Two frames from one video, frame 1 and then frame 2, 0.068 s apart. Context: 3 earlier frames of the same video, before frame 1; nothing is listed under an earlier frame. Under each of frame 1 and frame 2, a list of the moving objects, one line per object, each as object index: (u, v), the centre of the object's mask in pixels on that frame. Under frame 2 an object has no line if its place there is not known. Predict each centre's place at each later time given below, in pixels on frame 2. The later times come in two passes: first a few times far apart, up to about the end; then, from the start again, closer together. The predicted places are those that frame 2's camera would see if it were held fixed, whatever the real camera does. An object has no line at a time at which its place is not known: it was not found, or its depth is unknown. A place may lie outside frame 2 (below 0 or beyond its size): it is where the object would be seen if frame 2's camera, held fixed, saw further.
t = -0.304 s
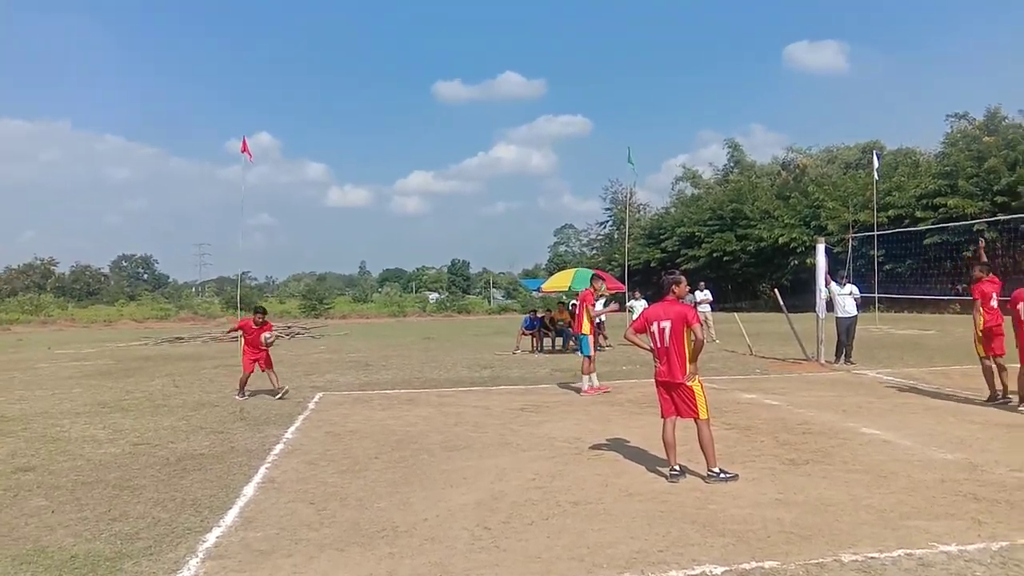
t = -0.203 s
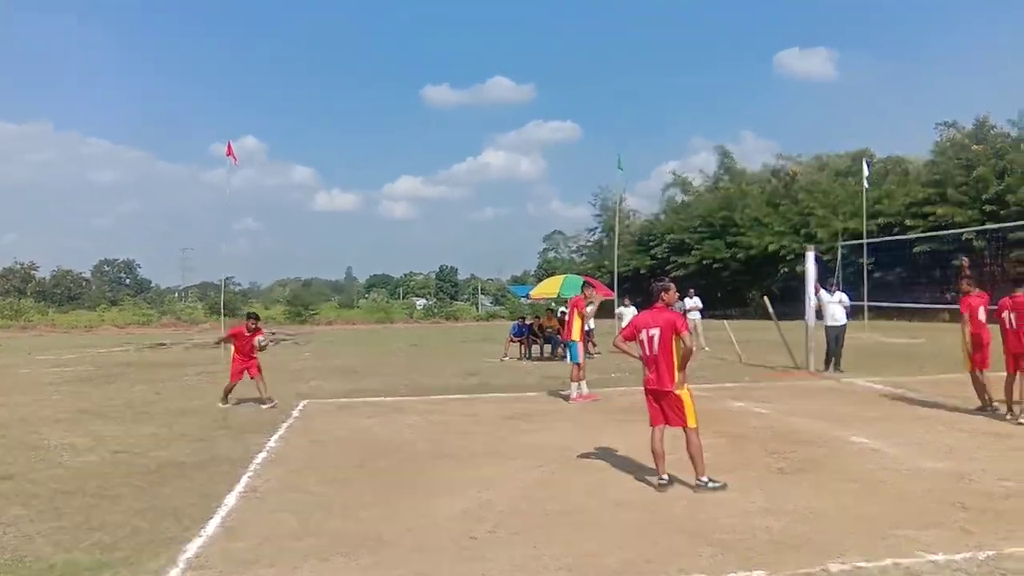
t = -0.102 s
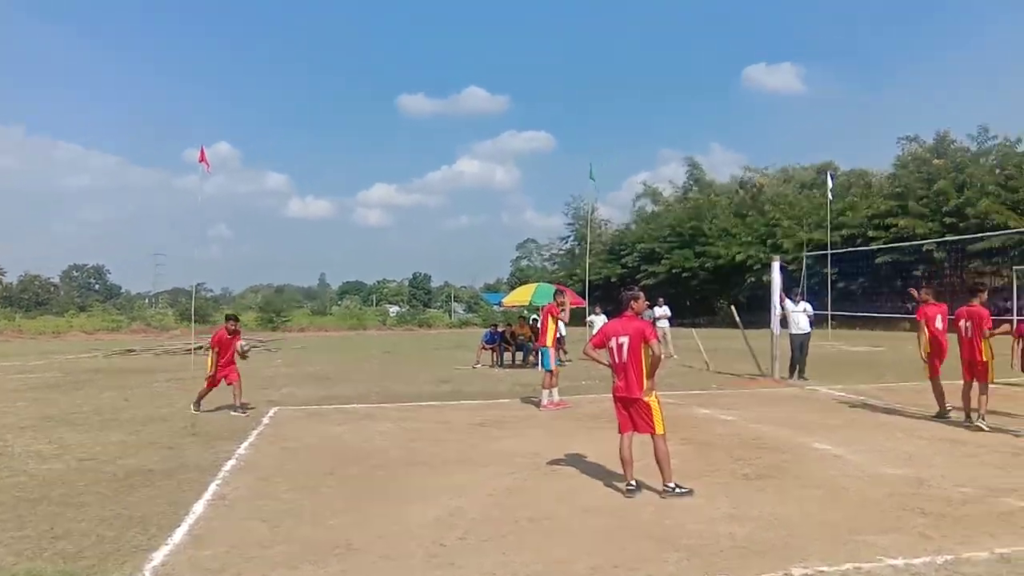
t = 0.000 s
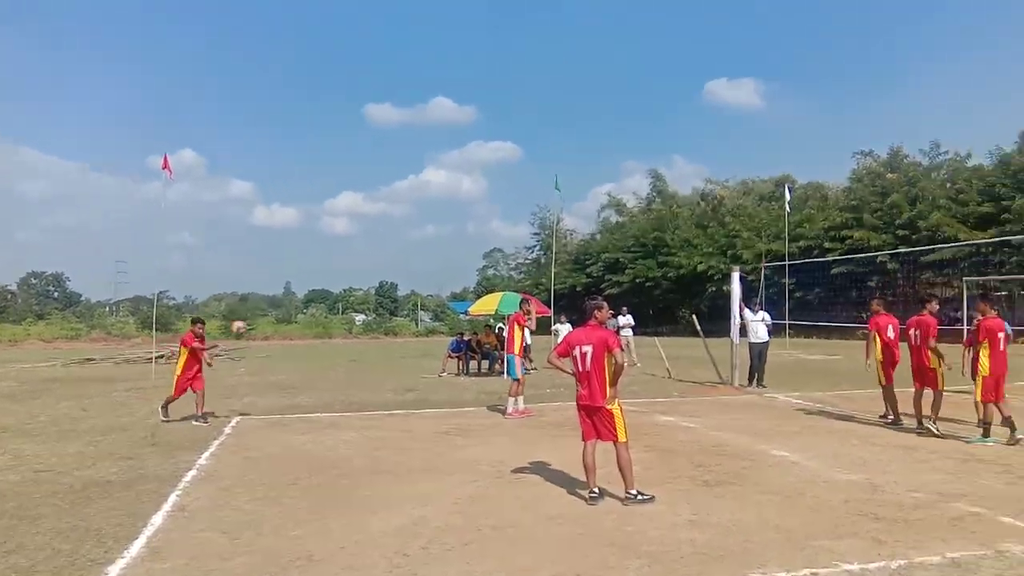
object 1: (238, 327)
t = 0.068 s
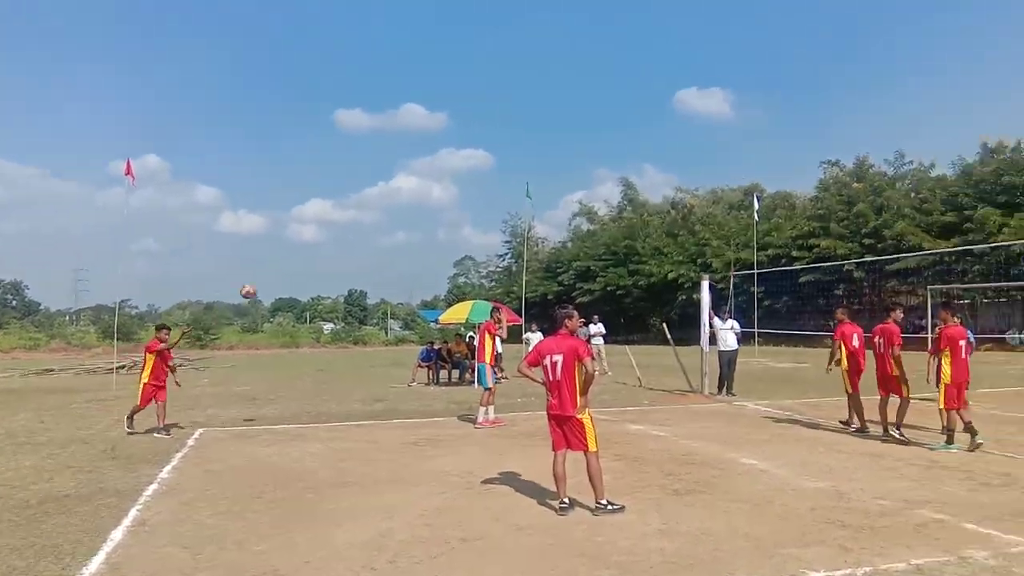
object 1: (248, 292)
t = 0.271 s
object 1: (373, 179)
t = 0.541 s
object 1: (522, 86)
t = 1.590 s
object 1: (950, 189)
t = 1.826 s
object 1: (1029, 290)
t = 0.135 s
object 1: (290, 250)
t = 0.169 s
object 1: (312, 231)
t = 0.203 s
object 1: (332, 212)
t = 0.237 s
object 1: (353, 195)
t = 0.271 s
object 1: (373, 179)
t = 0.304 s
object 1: (393, 164)
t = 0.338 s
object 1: (413, 150)
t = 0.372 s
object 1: (432, 137)
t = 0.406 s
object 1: (450, 125)
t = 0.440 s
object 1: (468, 113)
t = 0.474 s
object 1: (487, 103)
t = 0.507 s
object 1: (505, 94)
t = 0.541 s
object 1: (522, 86)
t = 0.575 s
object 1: (538, 78)
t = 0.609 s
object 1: (555, 71)
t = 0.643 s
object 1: (572, 66)
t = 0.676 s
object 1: (589, 60)
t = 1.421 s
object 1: (892, 131)
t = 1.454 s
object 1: (903, 142)
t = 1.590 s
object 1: (950, 189)
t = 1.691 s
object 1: (984, 229)
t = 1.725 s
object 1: (996, 243)
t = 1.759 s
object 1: (1007, 258)
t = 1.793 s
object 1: (1017, 274)
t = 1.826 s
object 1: (1029, 290)
